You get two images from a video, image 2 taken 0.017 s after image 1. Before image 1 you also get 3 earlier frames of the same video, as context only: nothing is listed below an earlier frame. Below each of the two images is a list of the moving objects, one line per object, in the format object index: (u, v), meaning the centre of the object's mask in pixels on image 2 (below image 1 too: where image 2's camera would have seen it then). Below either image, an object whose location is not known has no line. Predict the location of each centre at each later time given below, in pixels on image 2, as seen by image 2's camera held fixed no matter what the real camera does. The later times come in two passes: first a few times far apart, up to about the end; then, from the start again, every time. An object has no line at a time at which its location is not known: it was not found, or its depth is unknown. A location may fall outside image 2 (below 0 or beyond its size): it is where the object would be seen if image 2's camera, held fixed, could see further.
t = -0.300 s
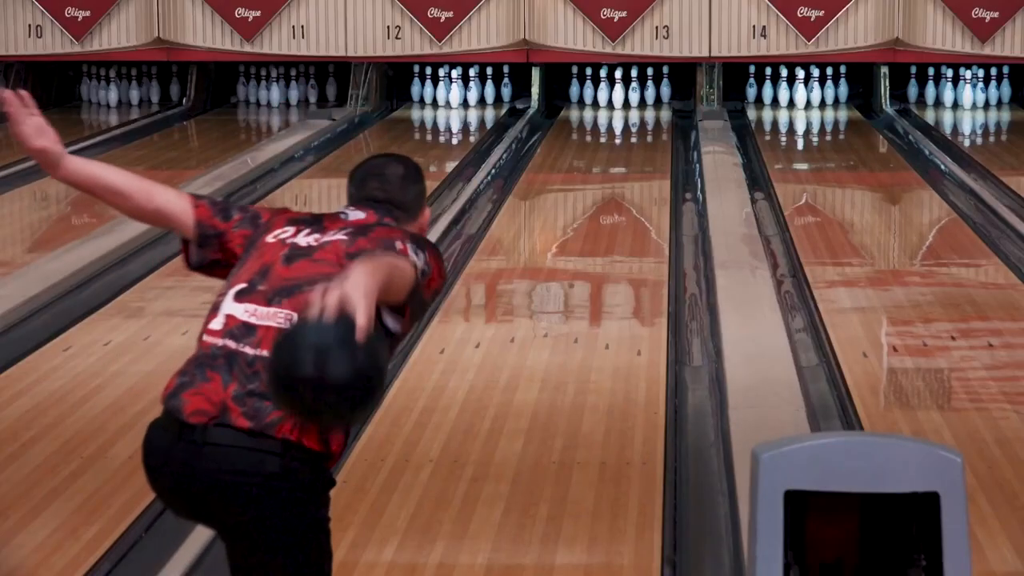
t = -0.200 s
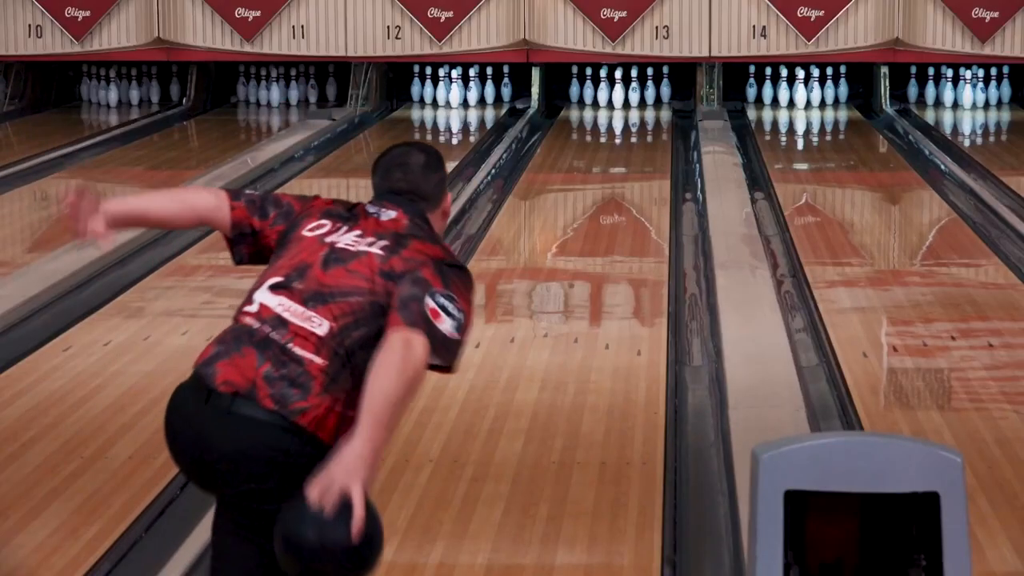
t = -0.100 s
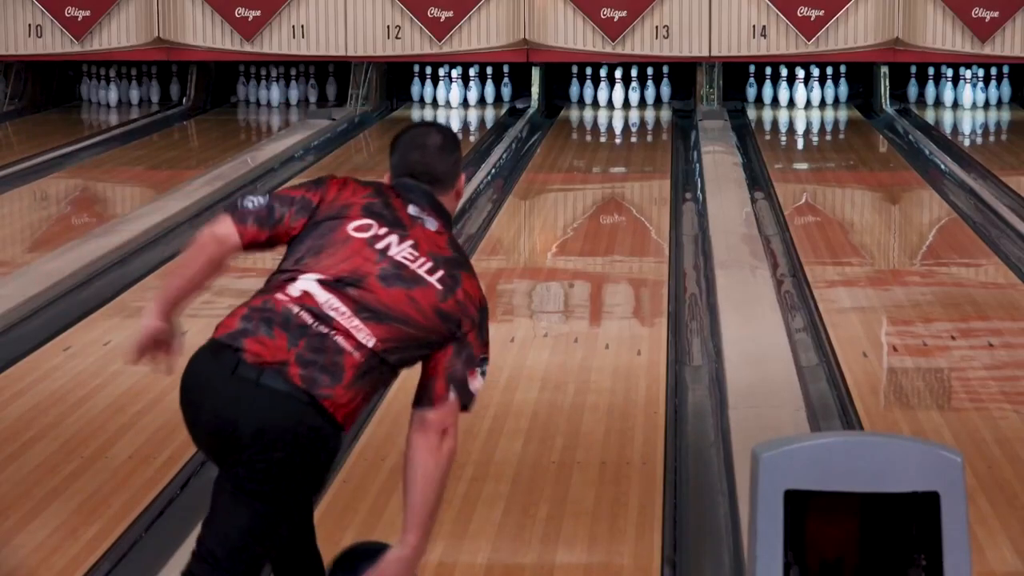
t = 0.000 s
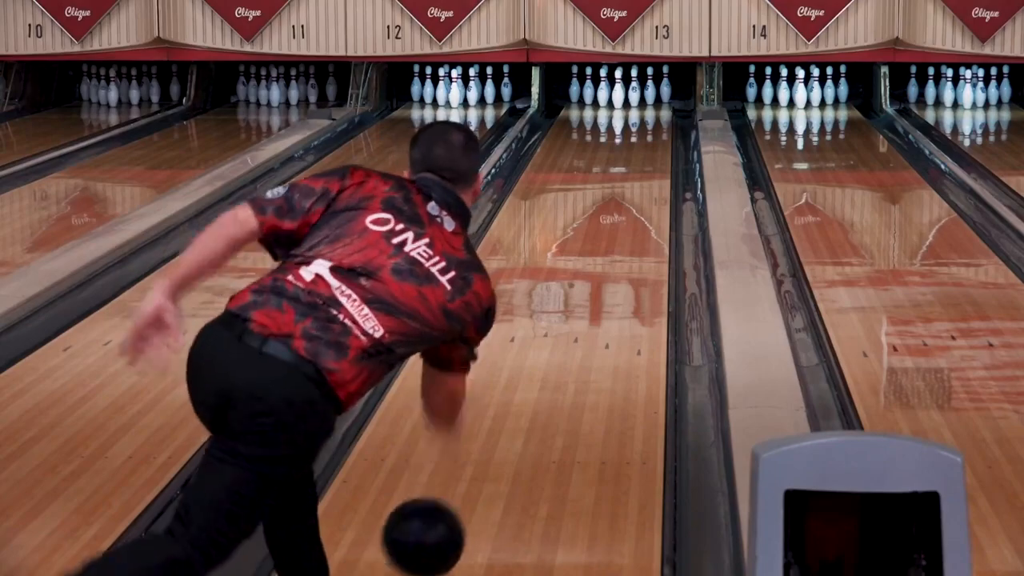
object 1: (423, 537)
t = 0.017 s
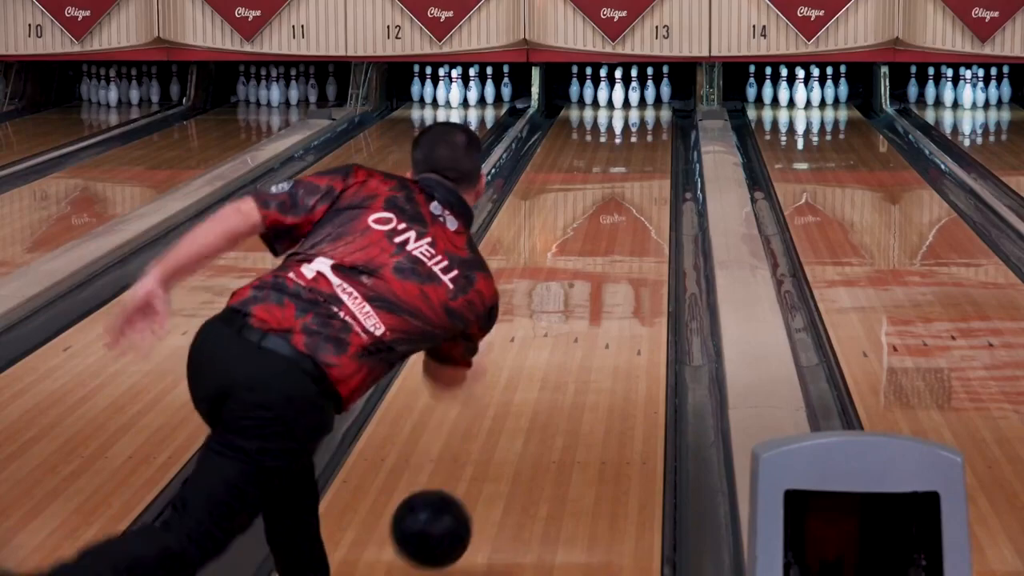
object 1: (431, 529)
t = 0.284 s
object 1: (522, 401)
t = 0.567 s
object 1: (578, 303)
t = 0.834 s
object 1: (612, 242)
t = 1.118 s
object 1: (634, 195)
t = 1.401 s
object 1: (648, 161)
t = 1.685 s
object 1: (650, 135)
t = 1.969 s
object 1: (642, 116)
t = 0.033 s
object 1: (438, 521)
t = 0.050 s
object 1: (446, 514)
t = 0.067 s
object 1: (453, 509)
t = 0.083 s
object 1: (459, 504)
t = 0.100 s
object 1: (465, 498)
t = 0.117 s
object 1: (472, 486)
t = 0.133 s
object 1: (477, 476)
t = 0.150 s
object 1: (483, 467)
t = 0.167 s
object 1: (488, 459)
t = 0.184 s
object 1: (494, 450)
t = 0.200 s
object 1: (499, 441)
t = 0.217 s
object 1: (504, 433)
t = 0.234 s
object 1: (508, 425)
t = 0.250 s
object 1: (513, 417)
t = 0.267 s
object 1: (517, 409)
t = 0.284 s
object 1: (522, 401)
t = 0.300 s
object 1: (526, 394)
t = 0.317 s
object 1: (530, 387)
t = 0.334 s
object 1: (534, 380)
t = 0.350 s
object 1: (538, 374)
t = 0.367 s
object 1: (541, 367)
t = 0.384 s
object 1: (545, 361)
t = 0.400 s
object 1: (548, 355)
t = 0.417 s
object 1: (552, 349)
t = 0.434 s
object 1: (555, 343)
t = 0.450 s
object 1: (558, 338)
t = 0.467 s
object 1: (561, 333)
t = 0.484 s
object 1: (564, 327)
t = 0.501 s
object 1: (567, 322)
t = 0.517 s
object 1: (570, 317)
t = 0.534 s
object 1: (573, 312)
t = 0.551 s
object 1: (575, 307)
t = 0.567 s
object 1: (578, 303)
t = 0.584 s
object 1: (581, 298)
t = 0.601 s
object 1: (583, 294)
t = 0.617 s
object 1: (585, 290)
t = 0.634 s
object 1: (588, 286)
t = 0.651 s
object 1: (590, 282)
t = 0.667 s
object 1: (592, 278)
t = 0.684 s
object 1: (594, 274)
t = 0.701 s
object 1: (596, 270)
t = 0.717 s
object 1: (599, 266)
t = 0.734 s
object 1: (601, 263)
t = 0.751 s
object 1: (602, 259)
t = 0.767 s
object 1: (604, 255)
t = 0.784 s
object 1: (606, 252)
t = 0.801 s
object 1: (608, 248)
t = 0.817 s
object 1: (610, 245)
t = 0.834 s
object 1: (612, 242)
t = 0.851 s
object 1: (613, 239)
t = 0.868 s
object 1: (615, 236)
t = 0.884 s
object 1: (616, 233)
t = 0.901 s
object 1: (618, 230)
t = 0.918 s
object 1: (619, 227)
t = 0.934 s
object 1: (621, 224)
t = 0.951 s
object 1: (622, 221)
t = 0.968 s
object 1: (624, 218)
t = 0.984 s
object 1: (625, 215)
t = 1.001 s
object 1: (626, 213)
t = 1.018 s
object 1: (628, 210)
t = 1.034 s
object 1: (629, 207)
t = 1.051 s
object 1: (630, 205)
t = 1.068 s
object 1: (631, 202)
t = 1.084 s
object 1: (632, 200)
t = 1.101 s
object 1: (633, 197)
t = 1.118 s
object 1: (634, 195)
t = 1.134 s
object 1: (636, 193)
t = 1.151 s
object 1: (637, 190)
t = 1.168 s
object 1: (638, 188)
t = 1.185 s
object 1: (639, 186)
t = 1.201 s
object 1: (639, 184)
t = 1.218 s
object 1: (640, 182)
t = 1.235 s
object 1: (641, 179)
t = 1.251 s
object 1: (642, 177)
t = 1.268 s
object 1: (643, 175)
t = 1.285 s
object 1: (643, 174)
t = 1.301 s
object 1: (644, 172)
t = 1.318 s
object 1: (645, 170)
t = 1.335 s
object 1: (645, 168)
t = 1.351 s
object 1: (646, 166)
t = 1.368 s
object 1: (646, 164)
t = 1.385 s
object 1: (647, 162)
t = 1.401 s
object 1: (648, 161)
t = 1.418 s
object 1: (648, 159)
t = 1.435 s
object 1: (648, 158)
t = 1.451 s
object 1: (649, 156)
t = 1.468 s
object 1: (649, 155)
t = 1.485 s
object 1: (650, 153)
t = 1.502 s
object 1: (650, 151)
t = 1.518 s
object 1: (650, 150)
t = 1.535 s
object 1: (650, 148)
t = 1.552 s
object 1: (650, 147)
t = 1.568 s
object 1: (650, 145)
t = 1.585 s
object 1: (650, 144)
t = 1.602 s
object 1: (650, 143)
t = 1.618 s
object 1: (650, 142)
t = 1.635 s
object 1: (650, 140)
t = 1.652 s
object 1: (650, 139)
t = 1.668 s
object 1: (650, 137)
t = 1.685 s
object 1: (650, 135)
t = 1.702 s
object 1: (650, 135)
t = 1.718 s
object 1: (650, 133)
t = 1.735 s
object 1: (649, 132)
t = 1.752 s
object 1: (649, 131)
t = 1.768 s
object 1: (648, 129)
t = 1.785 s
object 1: (648, 128)
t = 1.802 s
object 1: (648, 127)
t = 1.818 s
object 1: (647, 126)
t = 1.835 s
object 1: (647, 125)
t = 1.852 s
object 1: (646, 124)
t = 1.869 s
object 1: (646, 123)
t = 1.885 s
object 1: (645, 122)
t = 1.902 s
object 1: (645, 120)
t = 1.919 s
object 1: (644, 120)
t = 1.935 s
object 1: (643, 118)
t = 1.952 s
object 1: (643, 117)
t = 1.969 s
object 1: (642, 116)
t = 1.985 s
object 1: (641, 115)
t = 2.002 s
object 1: (640, 114)
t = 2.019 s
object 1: (639, 113)
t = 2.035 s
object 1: (638, 112)
